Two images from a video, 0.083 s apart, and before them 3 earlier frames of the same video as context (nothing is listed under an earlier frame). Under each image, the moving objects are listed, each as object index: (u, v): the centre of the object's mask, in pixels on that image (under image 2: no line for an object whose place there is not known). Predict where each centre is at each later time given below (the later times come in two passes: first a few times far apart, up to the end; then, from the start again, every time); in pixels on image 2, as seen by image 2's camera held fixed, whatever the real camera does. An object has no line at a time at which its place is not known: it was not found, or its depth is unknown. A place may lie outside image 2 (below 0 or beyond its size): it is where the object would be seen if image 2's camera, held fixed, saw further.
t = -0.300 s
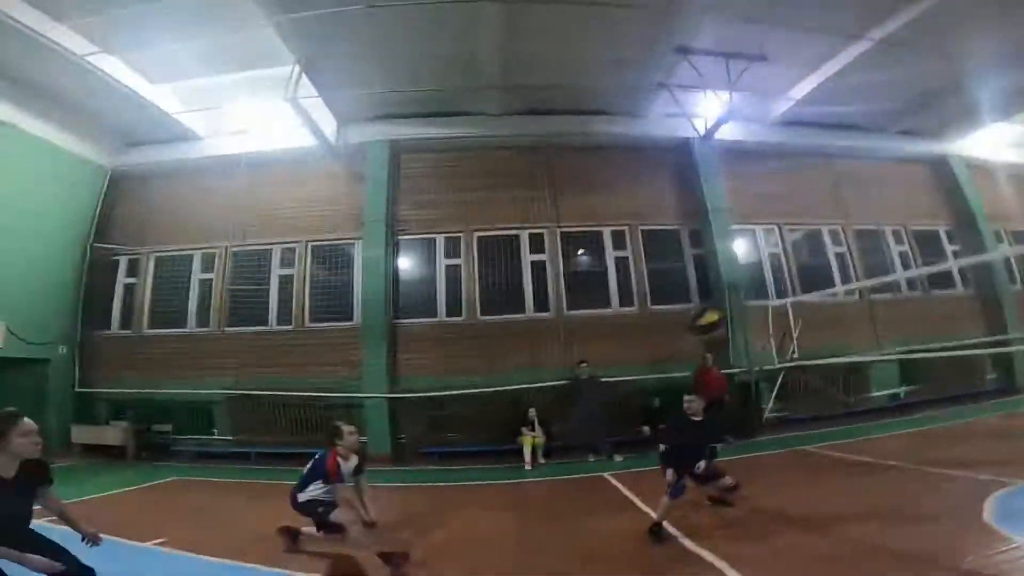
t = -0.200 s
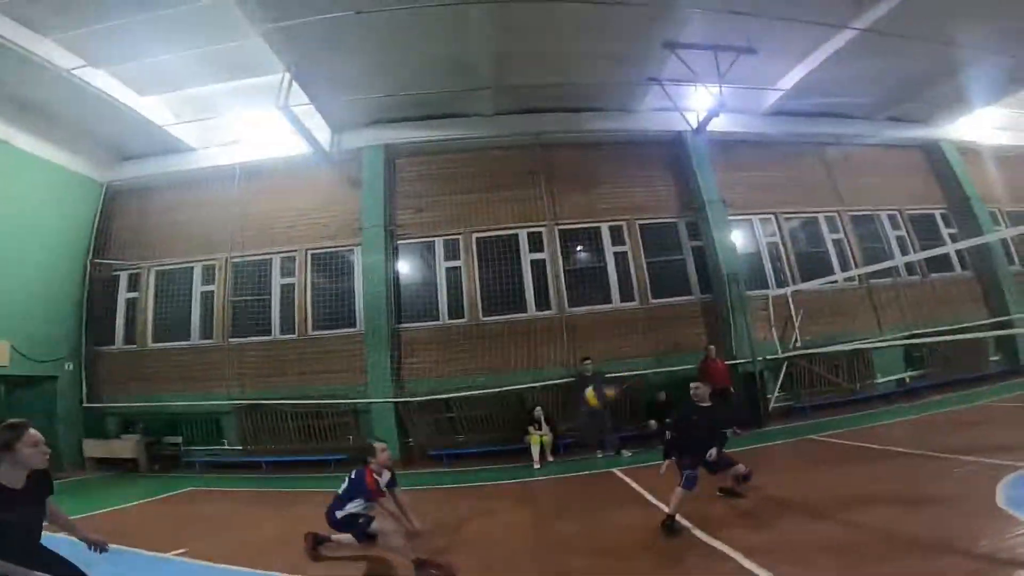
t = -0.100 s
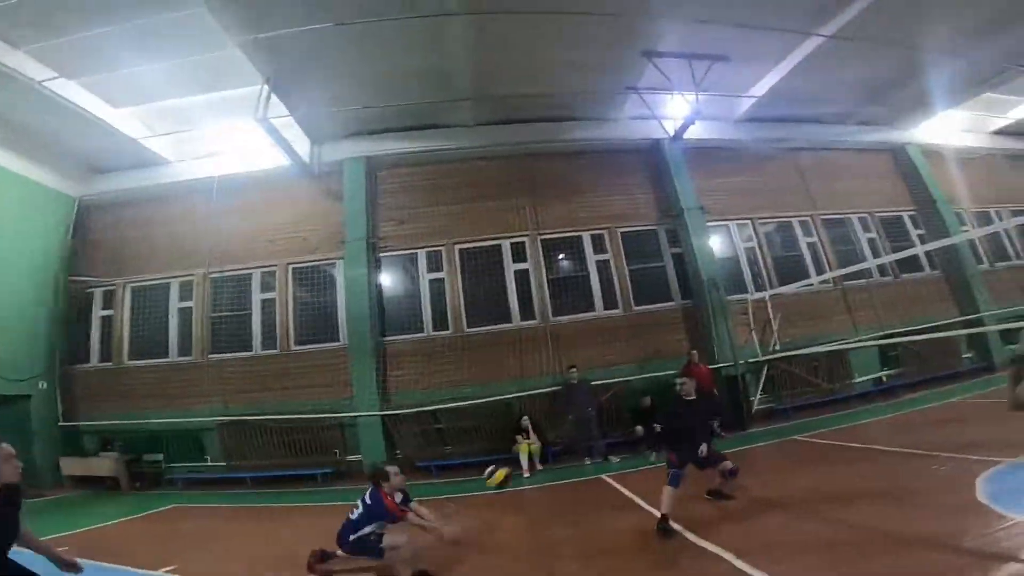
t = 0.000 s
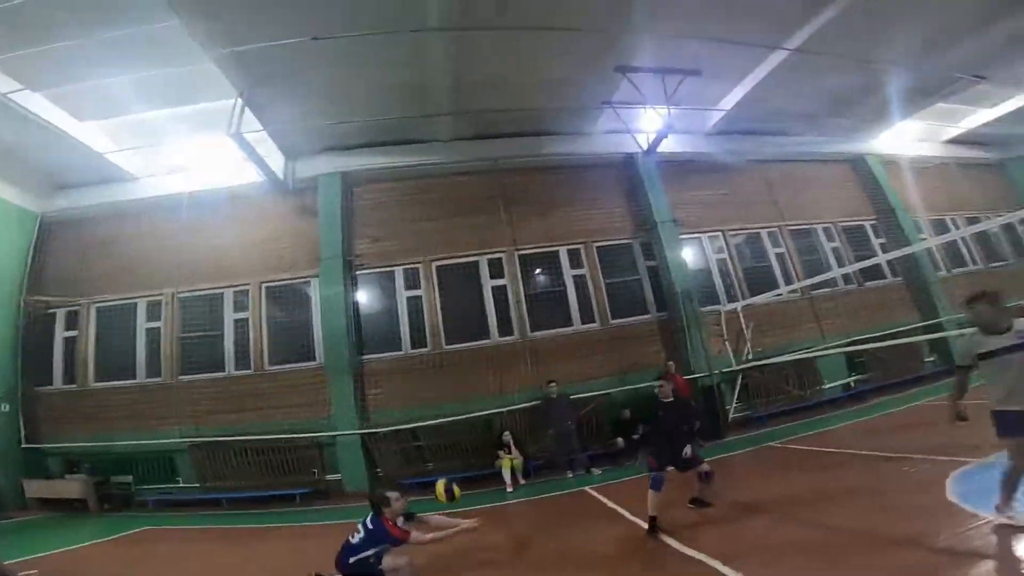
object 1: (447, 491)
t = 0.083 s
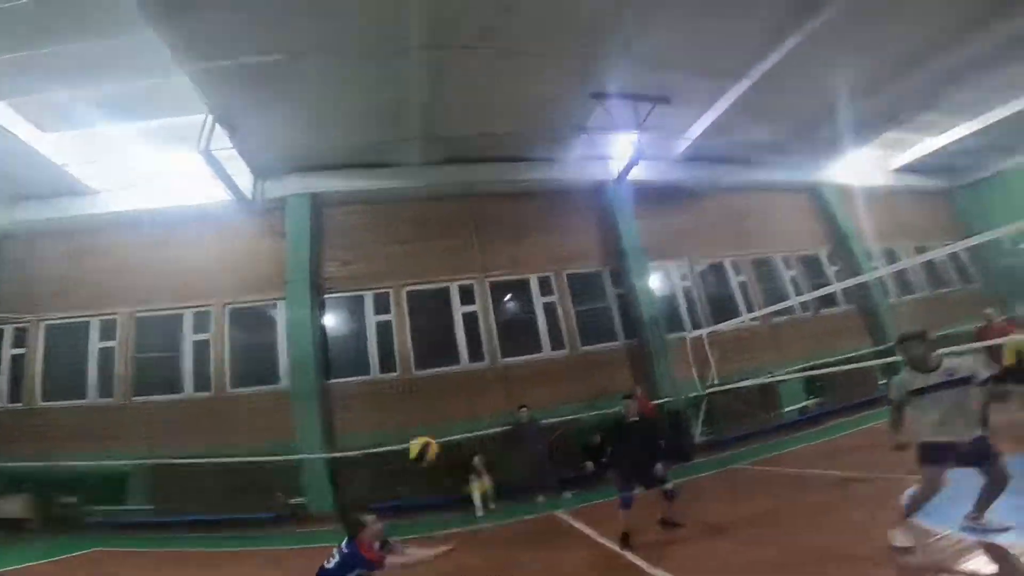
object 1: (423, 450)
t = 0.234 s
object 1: (434, 333)
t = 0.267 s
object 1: (437, 305)
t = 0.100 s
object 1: (424, 434)
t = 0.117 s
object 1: (426, 423)
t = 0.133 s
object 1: (427, 408)
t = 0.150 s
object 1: (428, 393)
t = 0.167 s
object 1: (429, 380)
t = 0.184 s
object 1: (432, 370)
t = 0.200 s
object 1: (433, 357)
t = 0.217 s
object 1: (436, 345)
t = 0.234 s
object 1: (434, 333)
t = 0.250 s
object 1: (432, 321)
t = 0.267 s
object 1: (437, 305)
